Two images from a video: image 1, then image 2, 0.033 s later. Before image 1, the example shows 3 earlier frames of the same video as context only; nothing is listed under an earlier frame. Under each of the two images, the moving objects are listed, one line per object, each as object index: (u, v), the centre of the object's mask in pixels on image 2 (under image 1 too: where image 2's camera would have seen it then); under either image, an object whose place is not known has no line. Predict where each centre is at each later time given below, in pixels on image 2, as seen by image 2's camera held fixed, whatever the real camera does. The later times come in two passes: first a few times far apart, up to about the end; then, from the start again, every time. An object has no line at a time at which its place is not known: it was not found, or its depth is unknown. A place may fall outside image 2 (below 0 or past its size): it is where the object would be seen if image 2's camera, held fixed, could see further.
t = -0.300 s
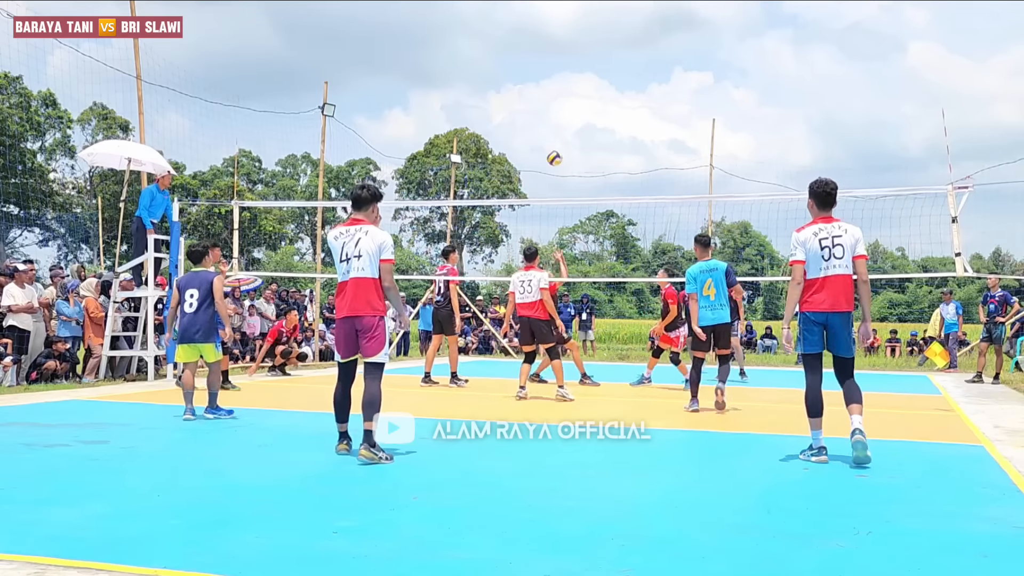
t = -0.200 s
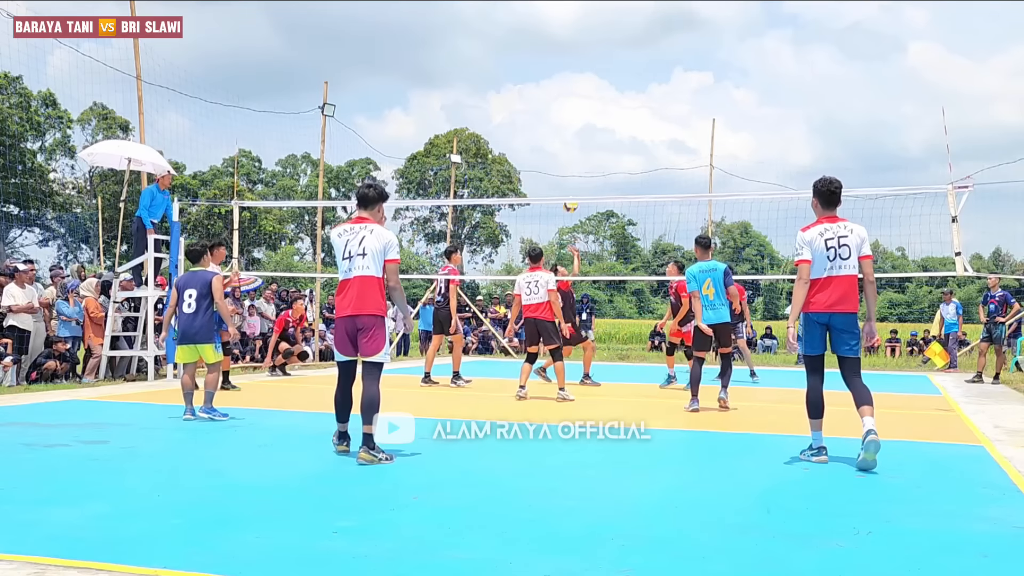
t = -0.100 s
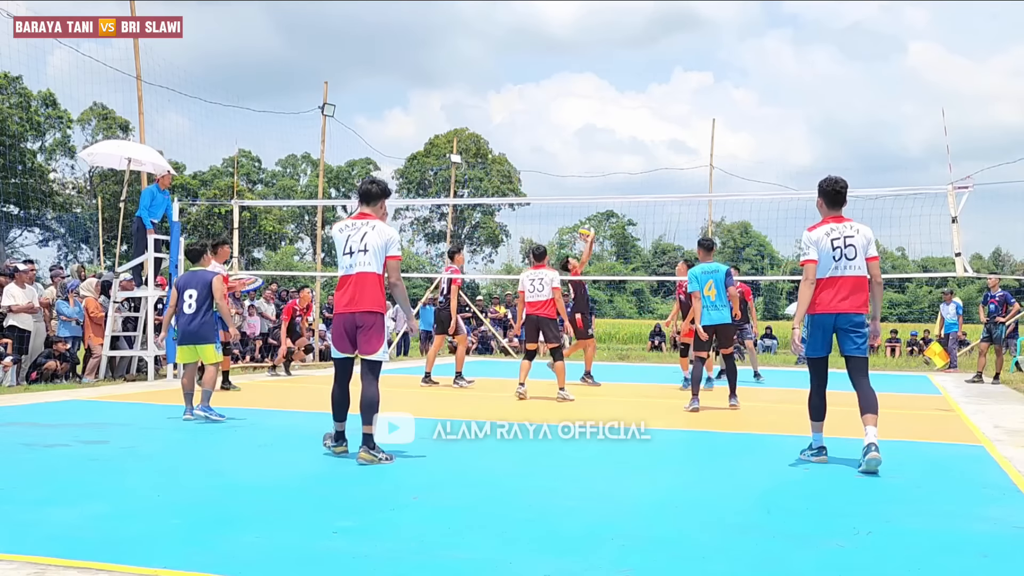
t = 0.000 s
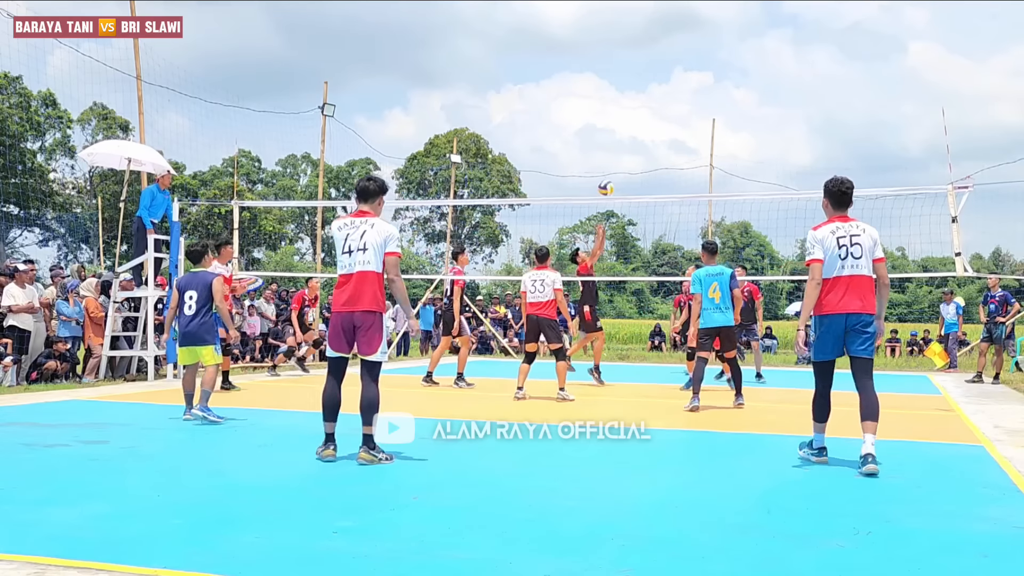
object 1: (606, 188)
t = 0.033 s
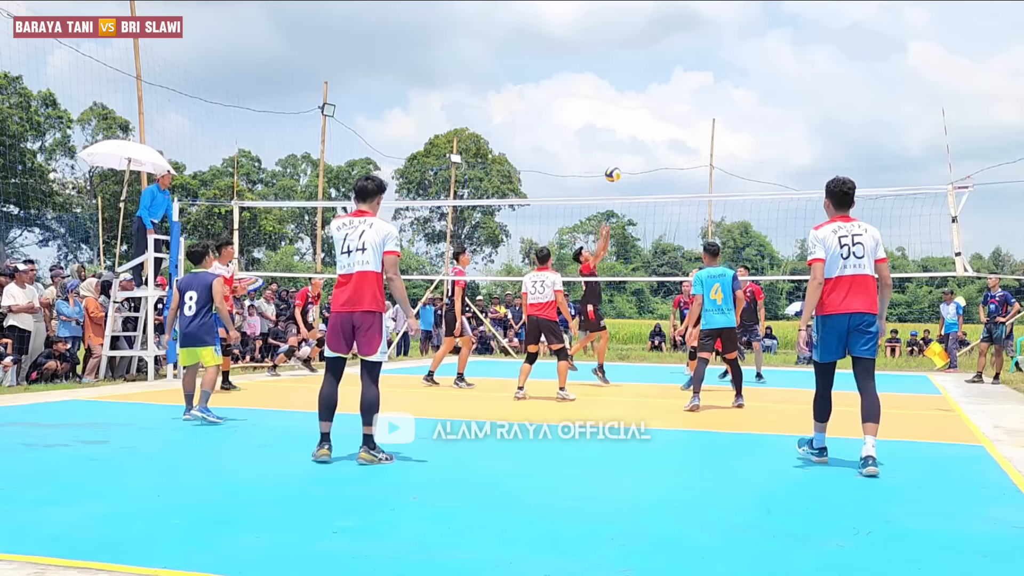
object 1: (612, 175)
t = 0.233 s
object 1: (655, 106)
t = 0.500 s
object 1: (718, 57)
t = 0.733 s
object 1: (777, 59)
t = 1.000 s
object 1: (850, 120)
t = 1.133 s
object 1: (890, 177)
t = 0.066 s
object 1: (620, 161)
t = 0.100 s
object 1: (626, 149)
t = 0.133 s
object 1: (634, 137)
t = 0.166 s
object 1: (641, 126)
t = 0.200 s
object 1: (648, 115)
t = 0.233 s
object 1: (655, 106)
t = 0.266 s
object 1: (663, 97)
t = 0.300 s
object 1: (670, 89)
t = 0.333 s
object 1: (678, 82)
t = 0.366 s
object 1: (686, 75)
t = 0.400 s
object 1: (694, 70)
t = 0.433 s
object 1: (702, 64)
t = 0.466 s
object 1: (710, 61)
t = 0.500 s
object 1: (718, 57)
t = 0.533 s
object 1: (726, 54)
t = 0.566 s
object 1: (734, 53)
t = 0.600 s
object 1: (743, 53)
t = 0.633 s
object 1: (751, 52)
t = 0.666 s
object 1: (759, 53)
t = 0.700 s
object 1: (768, 56)
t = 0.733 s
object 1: (777, 59)
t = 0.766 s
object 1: (786, 63)
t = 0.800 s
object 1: (795, 68)
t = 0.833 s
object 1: (804, 74)
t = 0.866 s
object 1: (813, 81)
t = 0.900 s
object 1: (822, 89)
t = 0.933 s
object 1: (831, 98)
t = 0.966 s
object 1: (841, 109)
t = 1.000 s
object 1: (850, 120)
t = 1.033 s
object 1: (860, 132)
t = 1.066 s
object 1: (870, 146)
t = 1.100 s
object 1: (880, 161)
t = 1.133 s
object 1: (890, 177)
